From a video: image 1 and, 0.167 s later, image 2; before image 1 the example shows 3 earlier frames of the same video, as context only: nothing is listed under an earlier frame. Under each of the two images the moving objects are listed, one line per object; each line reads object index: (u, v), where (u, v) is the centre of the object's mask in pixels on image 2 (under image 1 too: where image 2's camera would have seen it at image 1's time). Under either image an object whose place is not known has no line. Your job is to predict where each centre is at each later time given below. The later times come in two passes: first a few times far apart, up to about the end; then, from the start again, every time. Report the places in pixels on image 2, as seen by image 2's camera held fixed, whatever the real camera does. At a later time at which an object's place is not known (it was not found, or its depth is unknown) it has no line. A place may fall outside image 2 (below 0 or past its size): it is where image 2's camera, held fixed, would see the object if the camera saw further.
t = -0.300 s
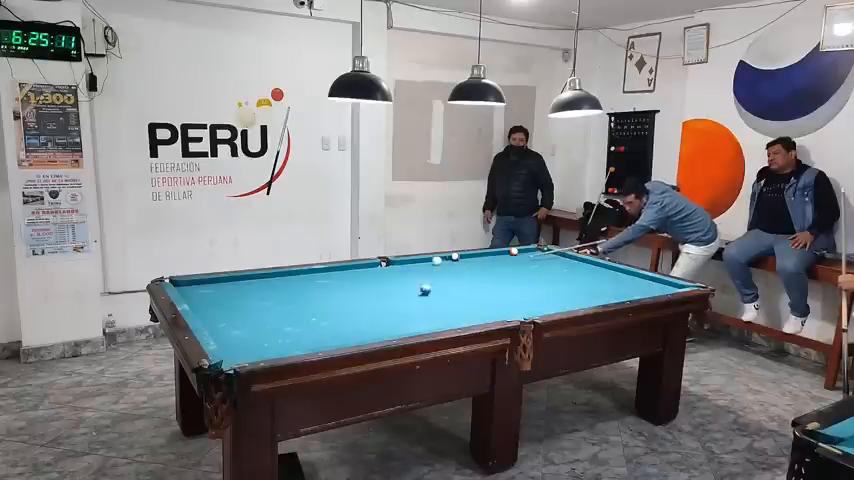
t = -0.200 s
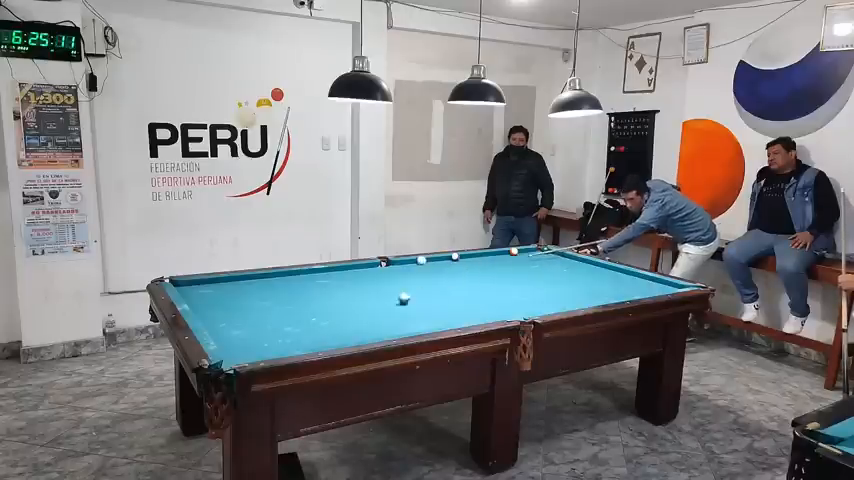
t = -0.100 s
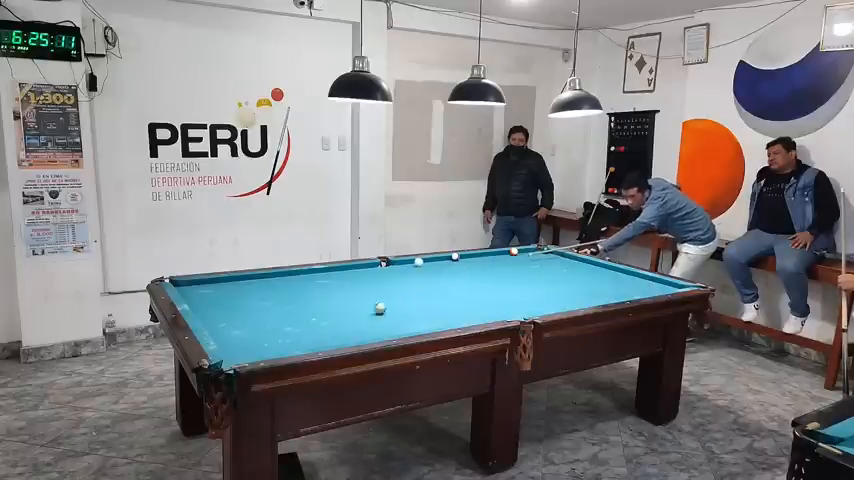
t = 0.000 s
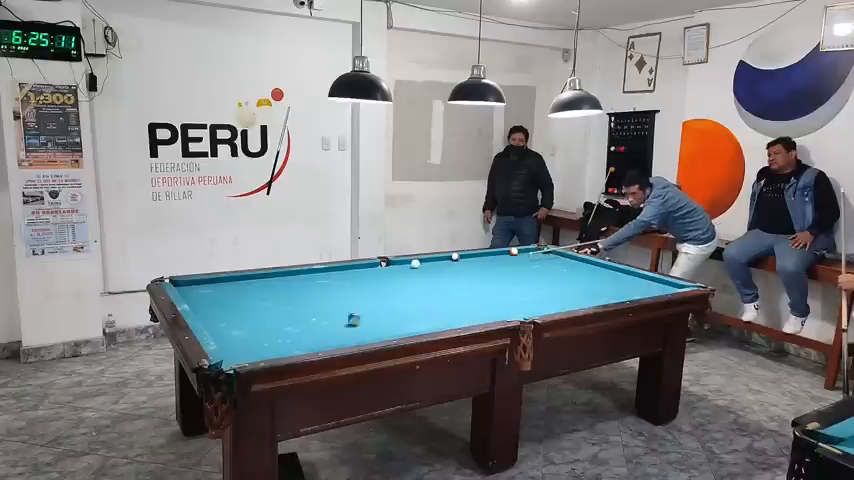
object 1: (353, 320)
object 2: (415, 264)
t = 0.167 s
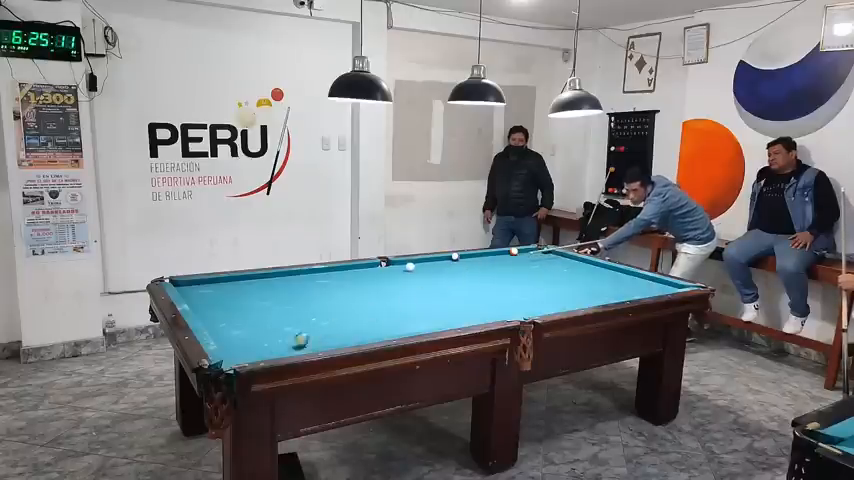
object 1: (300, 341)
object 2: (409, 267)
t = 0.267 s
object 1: (264, 351)
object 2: (406, 269)
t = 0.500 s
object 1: (260, 350)
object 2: (398, 274)
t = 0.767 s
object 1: (307, 331)
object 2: (389, 279)
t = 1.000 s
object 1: (342, 319)
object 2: (381, 283)
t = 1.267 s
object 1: (374, 307)
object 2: (372, 289)
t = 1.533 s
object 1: (403, 296)
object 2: (362, 295)
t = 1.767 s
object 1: (424, 288)
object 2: (354, 300)
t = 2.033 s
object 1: (445, 280)
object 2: (343, 306)
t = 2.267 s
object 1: (462, 274)
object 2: (335, 311)
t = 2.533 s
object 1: (479, 268)
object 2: (325, 317)
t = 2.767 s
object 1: (492, 263)
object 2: (316, 322)
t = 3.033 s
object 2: (306, 328)
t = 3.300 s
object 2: (296, 334)
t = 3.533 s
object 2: (288, 339)
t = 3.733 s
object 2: (281, 343)
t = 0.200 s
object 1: (288, 345)
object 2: (408, 268)
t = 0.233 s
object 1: (278, 348)
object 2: (407, 269)
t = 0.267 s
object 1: (264, 351)
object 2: (406, 269)
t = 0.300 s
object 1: (251, 355)
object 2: (405, 270)
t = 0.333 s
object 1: (238, 358)
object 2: (404, 270)
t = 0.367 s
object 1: (230, 359)
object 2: (403, 271)
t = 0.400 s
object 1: (239, 355)
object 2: (402, 272)
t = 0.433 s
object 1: (247, 353)
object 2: (400, 272)
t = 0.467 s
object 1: (253, 352)
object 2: (399, 273)
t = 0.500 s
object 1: (260, 350)
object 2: (398, 274)
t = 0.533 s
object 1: (265, 348)
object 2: (397, 274)
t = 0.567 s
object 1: (272, 344)
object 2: (396, 275)
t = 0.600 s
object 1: (279, 342)
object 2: (395, 275)
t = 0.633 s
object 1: (285, 341)
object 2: (394, 276)
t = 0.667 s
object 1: (290, 339)
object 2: (393, 277)
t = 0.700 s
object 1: (296, 336)
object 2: (391, 278)
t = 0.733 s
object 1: (301, 334)
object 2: (390, 278)
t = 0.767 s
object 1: (307, 331)
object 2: (389, 279)
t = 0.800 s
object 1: (313, 329)
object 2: (388, 279)
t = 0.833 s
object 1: (317, 329)
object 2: (387, 280)
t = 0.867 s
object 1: (322, 326)
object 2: (386, 281)
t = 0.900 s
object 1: (327, 324)
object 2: (385, 281)
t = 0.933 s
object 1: (332, 322)
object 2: (384, 282)
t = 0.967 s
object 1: (337, 320)
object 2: (382, 283)
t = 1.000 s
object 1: (342, 319)
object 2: (381, 283)
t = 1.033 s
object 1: (346, 318)
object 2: (380, 284)
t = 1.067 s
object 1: (350, 316)
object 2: (379, 285)
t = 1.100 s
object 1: (354, 314)
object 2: (377, 285)
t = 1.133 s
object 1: (359, 312)
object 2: (376, 286)
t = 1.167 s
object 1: (363, 311)
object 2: (375, 287)
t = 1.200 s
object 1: (367, 310)
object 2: (374, 288)
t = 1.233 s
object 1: (370, 308)
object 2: (373, 288)
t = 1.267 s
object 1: (374, 307)
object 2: (372, 289)
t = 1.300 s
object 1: (378, 305)
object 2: (371, 289)
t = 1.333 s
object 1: (382, 304)
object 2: (369, 290)
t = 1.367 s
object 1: (386, 302)
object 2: (368, 291)
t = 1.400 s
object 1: (389, 301)
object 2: (367, 292)
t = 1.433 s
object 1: (392, 299)
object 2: (366, 293)
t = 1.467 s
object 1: (396, 298)
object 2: (364, 293)
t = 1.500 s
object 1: (399, 297)
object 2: (363, 294)
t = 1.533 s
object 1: (403, 296)
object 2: (362, 295)
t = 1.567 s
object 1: (407, 294)
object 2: (361, 296)
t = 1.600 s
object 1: (409, 294)
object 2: (360, 296)
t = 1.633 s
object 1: (412, 292)
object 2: (359, 297)
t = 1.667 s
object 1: (415, 291)
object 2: (357, 298)
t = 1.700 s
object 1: (418, 290)
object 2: (356, 299)
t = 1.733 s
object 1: (421, 289)
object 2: (355, 299)
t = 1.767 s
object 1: (424, 288)
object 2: (354, 300)
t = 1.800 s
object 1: (427, 287)
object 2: (352, 301)
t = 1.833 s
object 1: (430, 286)
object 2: (351, 301)
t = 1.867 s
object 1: (433, 285)
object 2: (350, 302)
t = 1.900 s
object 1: (435, 284)
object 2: (349, 303)
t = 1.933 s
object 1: (438, 282)
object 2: (347, 303)
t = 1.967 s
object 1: (441, 282)
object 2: (346, 304)
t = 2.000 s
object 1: (443, 281)
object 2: (345, 305)
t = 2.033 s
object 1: (445, 280)
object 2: (343, 306)
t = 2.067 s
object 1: (448, 279)
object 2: (342, 306)
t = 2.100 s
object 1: (451, 278)
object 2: (341, 307)
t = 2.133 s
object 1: (453, 277)
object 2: (340, 308)
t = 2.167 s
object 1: (455, 276)
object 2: (339, 309)
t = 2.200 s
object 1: (458, 276)
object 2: (337, 310)
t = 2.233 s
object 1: (460, 275)
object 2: (336, 310)
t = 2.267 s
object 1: (462, 274)
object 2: (335, 311)
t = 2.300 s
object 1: (465, 273)
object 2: (333, 312)
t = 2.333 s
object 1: (467, 273)
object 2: (332, 313)
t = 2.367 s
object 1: (469, 271)
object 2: (331, 313)
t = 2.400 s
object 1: (471, 271)
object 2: (329, 314)
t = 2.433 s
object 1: (473, 270)
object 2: (328, 315)
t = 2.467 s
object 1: (474, 270)
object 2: (327, 316)
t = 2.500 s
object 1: (477, 269)
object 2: (326, 316)
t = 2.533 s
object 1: (479, 268)
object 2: (325, 317)
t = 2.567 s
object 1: (481, 267)
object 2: (323, 318)
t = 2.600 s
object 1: (483, 266)
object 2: (322, 318)
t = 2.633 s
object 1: (485, 266)
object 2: (321, 319)
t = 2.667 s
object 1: (486, 265)
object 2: (320, 320)
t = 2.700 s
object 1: (487, 265)
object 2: (318, 321)
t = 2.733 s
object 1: (489, 264)
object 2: (317, 322)
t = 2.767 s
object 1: (492, 263)
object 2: (316, 322)
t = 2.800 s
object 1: (494, 262)
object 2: (314, 323)
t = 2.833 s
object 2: (313, 324)
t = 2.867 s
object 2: (312, 325)
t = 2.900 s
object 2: (311, 325)
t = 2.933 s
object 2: (310, 326)
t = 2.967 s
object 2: (308, 327)
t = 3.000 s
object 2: (307, 327)
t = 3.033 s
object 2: (306, 328)
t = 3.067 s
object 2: (305, 329)
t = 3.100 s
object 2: (304, 330)
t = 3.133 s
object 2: (302, 331)
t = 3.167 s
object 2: (301, 331)
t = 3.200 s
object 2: (300, 332)
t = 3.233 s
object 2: (299, 333)
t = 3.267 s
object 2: (298, 333)
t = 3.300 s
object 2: (296, 334)
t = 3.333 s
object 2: (295, 335)
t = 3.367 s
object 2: (294, 336)
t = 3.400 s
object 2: (293, 336)
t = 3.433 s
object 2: (292, 337)
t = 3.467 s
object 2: (290, 338)
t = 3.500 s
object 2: (289, 338)
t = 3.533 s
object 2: (288, 339)
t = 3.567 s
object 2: (287, 340)
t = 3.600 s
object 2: (286, 341)
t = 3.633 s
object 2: (284, 341)
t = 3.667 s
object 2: (283, 342)
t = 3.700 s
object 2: (282, 343)
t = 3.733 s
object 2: (281, 343)
